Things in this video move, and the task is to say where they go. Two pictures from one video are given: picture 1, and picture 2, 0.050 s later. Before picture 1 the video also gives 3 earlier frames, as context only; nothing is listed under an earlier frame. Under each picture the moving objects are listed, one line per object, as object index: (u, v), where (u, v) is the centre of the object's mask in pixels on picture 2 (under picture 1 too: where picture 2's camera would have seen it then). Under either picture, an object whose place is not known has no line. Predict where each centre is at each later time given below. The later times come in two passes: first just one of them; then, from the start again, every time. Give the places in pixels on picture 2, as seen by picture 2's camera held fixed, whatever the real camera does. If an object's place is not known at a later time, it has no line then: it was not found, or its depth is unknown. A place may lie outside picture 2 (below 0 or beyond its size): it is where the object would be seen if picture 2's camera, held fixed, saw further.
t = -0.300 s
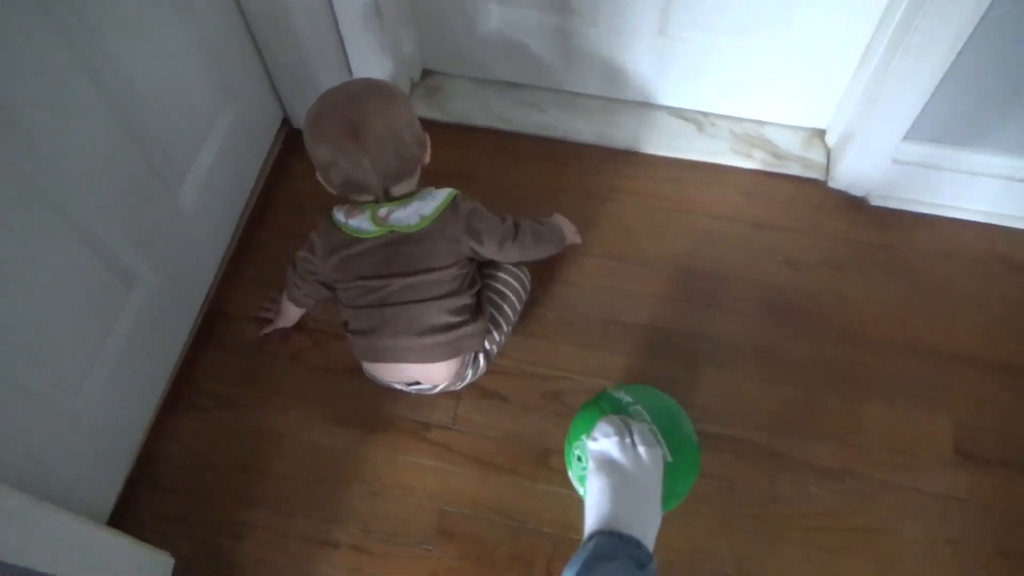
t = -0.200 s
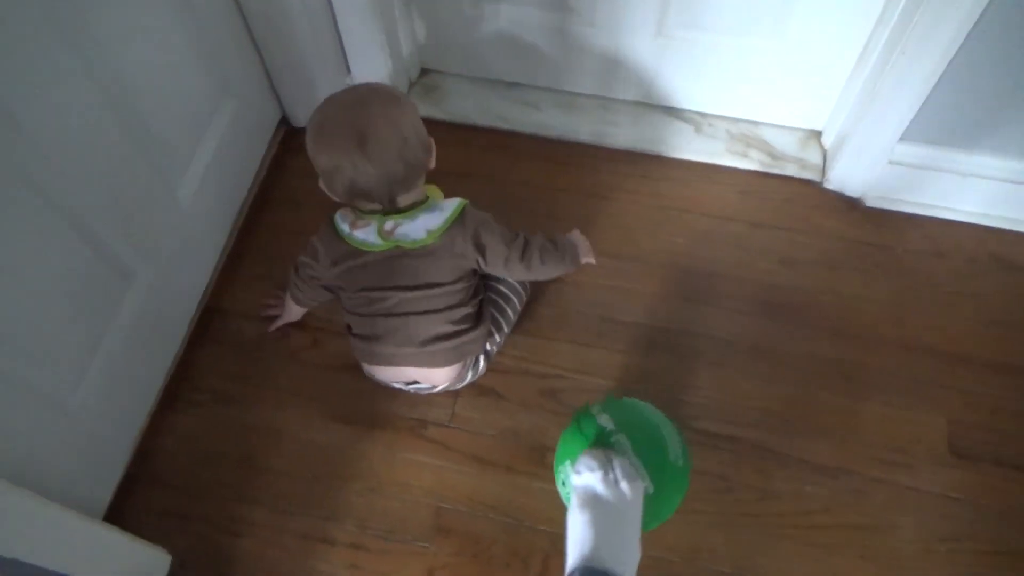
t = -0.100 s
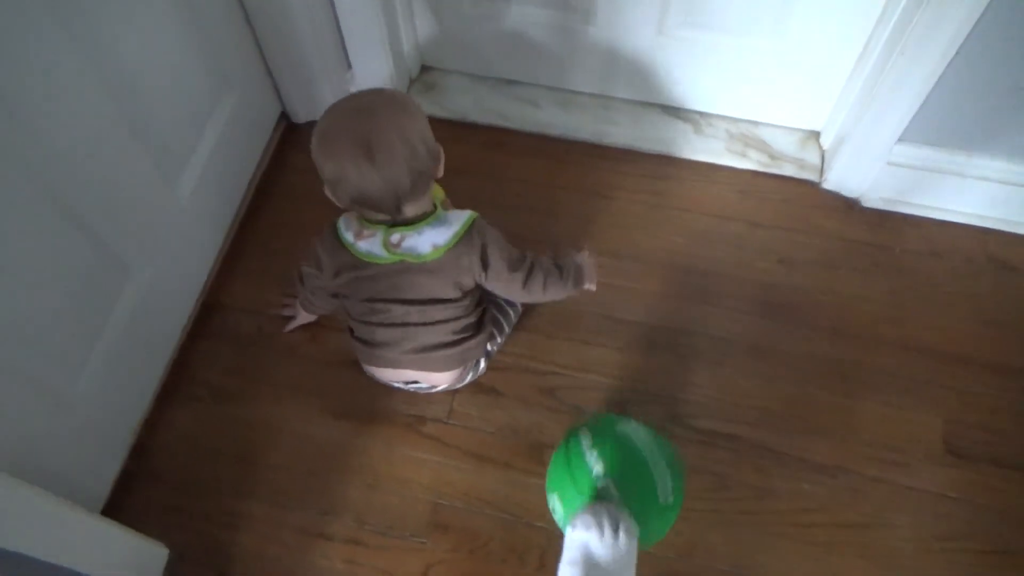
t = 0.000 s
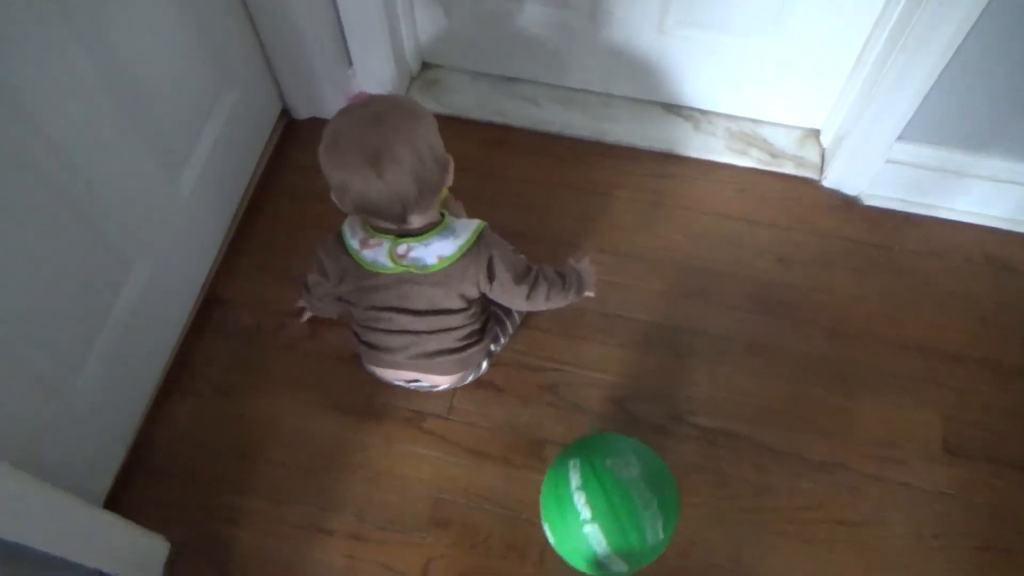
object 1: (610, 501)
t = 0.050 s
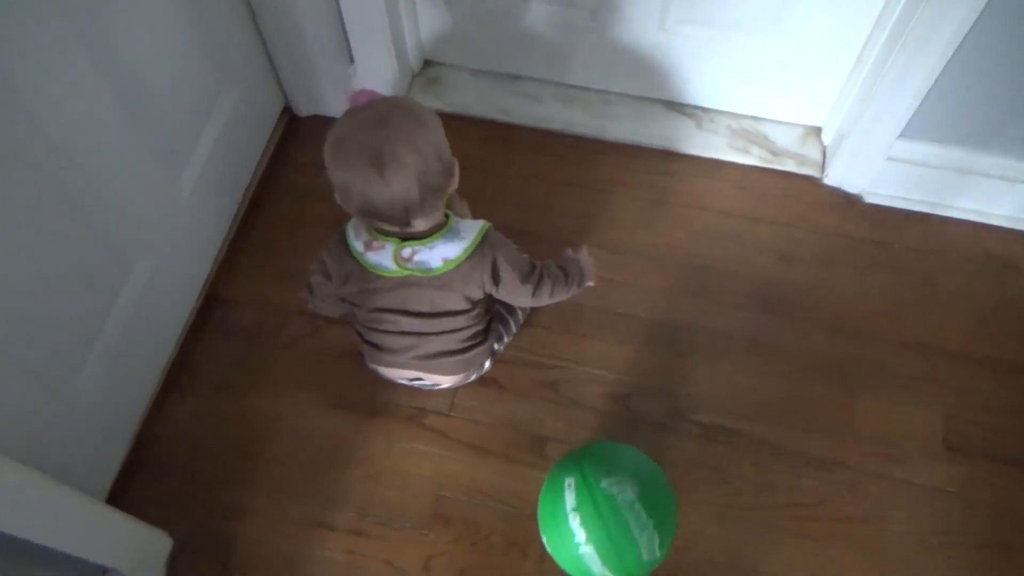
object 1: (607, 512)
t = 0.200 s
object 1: (598, 536)
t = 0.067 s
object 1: (607, 514)
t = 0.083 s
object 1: (605, 518)
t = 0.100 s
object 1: (604, 521)
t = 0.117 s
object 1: (603, 523)
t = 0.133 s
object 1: (601, 525)
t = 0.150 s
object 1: (601, 528)
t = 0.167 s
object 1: (601, 531)
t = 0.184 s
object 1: (600, 534)
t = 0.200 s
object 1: (598, 536)
